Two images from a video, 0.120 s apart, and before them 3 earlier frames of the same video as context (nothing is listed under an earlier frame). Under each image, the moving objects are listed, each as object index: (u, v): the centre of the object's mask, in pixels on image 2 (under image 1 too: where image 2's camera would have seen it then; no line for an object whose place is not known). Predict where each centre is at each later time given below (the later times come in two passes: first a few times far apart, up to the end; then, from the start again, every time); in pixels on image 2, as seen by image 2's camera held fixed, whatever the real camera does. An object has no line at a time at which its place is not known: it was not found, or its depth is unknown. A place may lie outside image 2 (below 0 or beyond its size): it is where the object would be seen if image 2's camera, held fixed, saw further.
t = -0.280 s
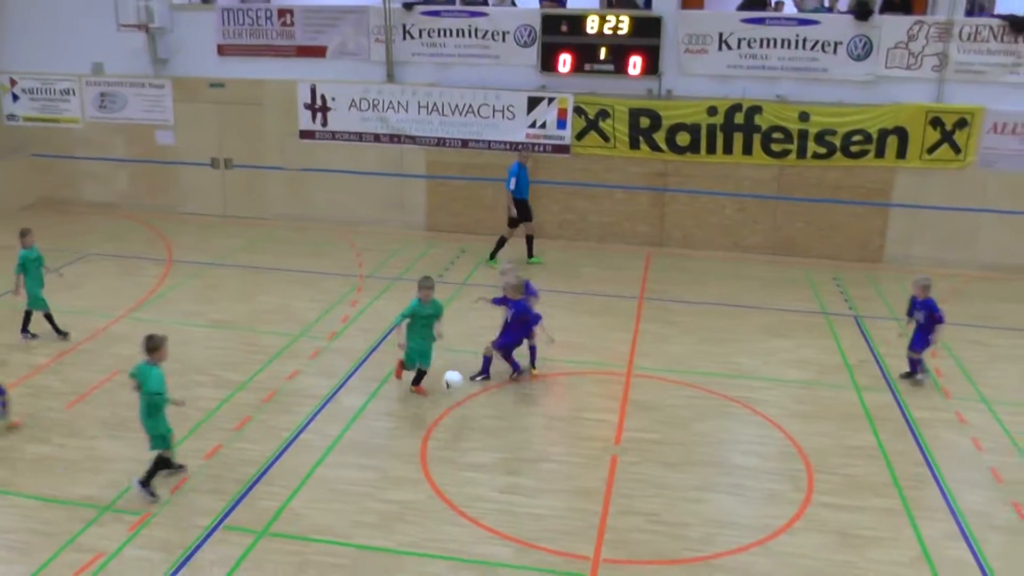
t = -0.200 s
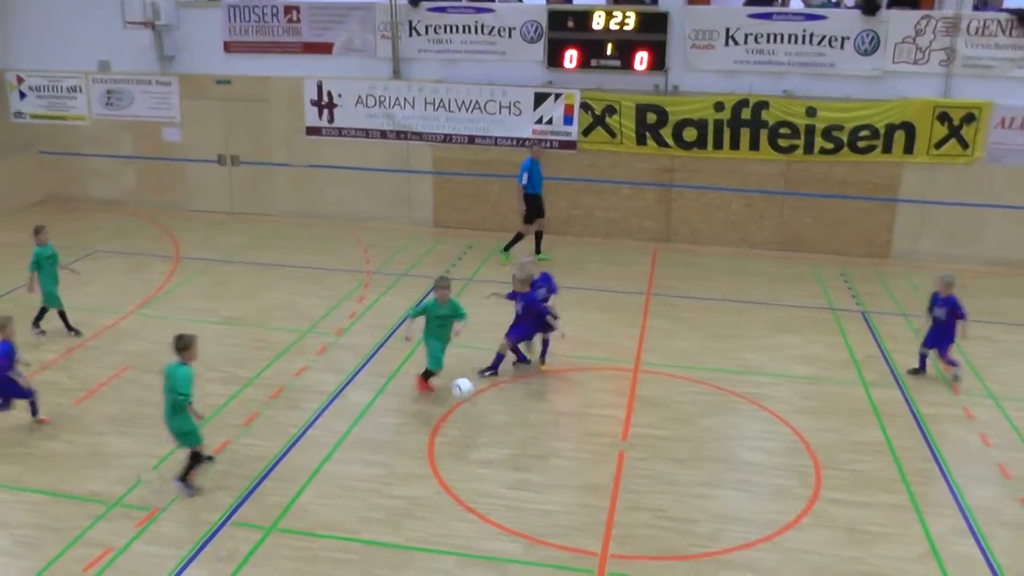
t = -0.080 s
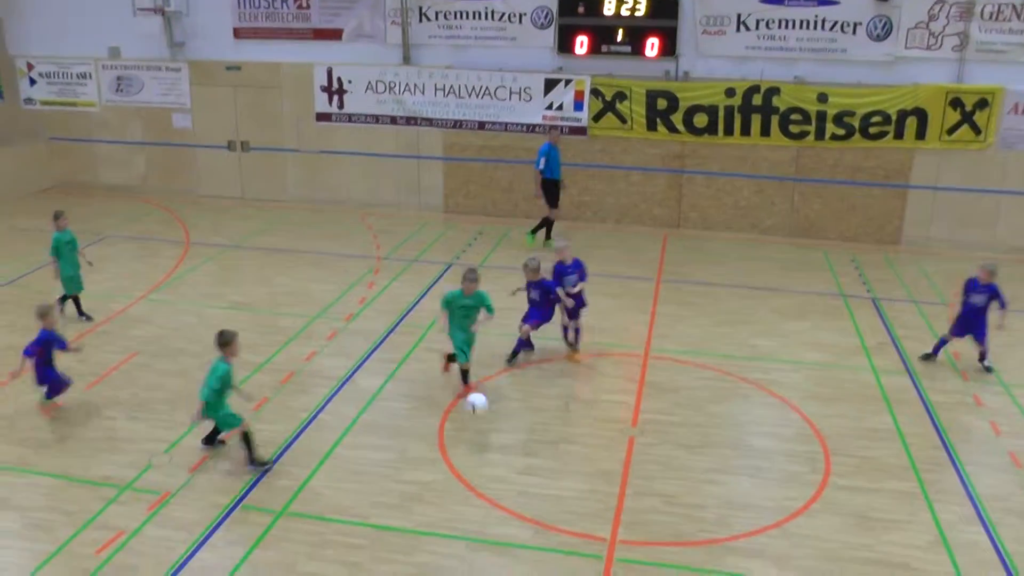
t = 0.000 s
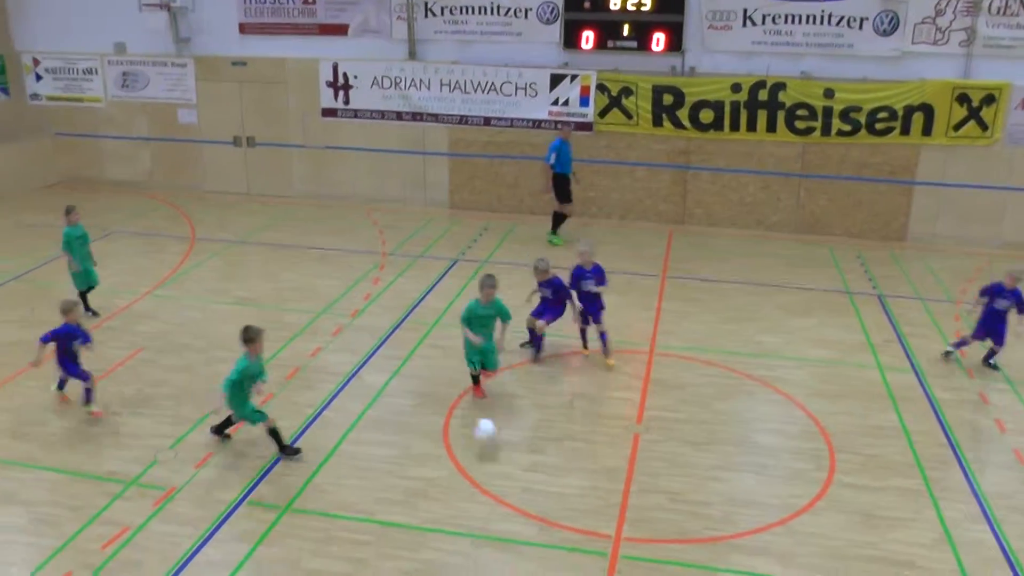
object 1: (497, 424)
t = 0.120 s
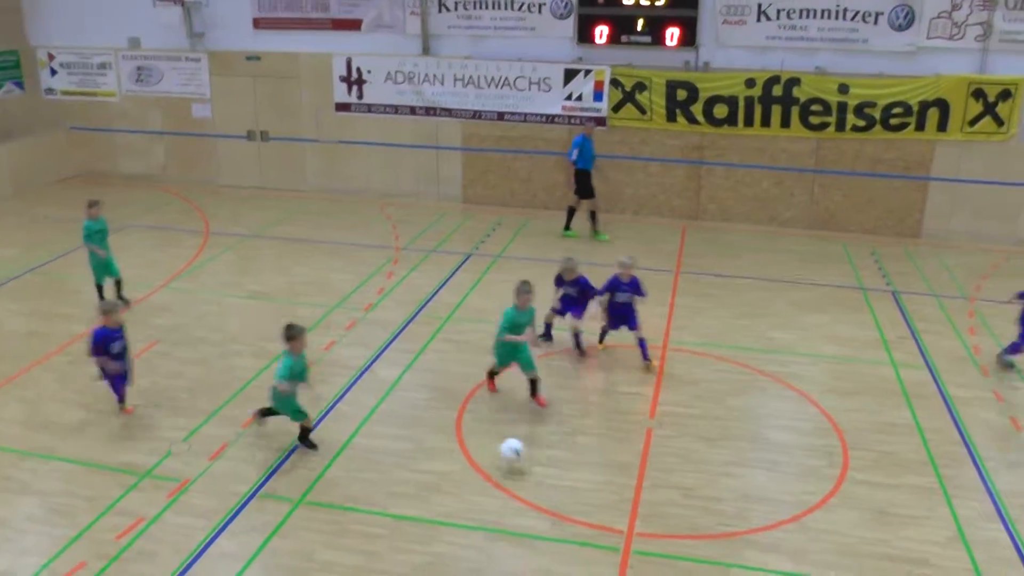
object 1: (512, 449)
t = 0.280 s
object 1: (544, 472)
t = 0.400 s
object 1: (569, 513)
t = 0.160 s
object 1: (519, 451)
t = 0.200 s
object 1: (527, 456)
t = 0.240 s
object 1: (536, 465)
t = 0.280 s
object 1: (544, 472)
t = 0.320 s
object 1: (552, 482)
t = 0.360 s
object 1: (560, 496)
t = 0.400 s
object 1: (569, 513)
